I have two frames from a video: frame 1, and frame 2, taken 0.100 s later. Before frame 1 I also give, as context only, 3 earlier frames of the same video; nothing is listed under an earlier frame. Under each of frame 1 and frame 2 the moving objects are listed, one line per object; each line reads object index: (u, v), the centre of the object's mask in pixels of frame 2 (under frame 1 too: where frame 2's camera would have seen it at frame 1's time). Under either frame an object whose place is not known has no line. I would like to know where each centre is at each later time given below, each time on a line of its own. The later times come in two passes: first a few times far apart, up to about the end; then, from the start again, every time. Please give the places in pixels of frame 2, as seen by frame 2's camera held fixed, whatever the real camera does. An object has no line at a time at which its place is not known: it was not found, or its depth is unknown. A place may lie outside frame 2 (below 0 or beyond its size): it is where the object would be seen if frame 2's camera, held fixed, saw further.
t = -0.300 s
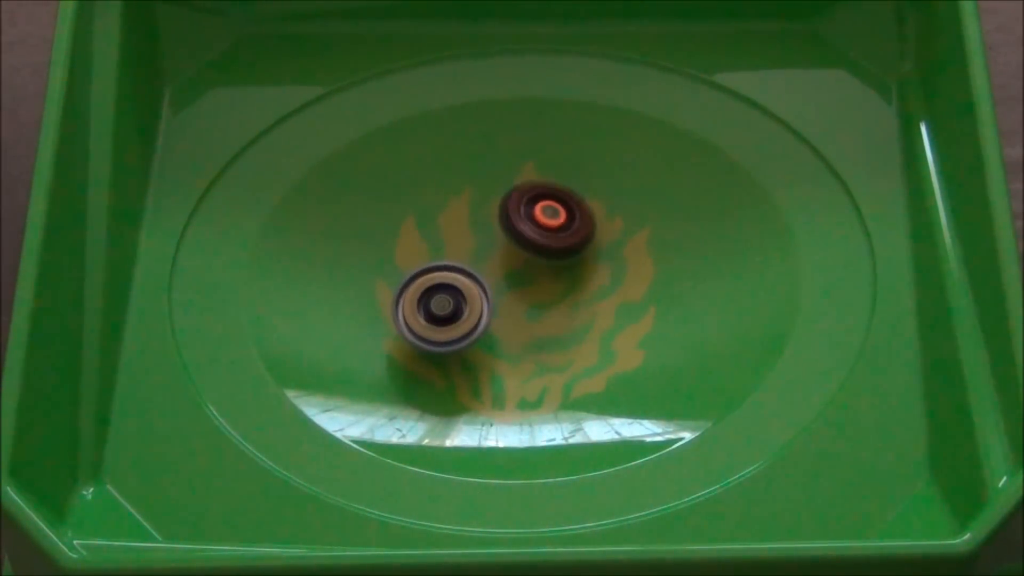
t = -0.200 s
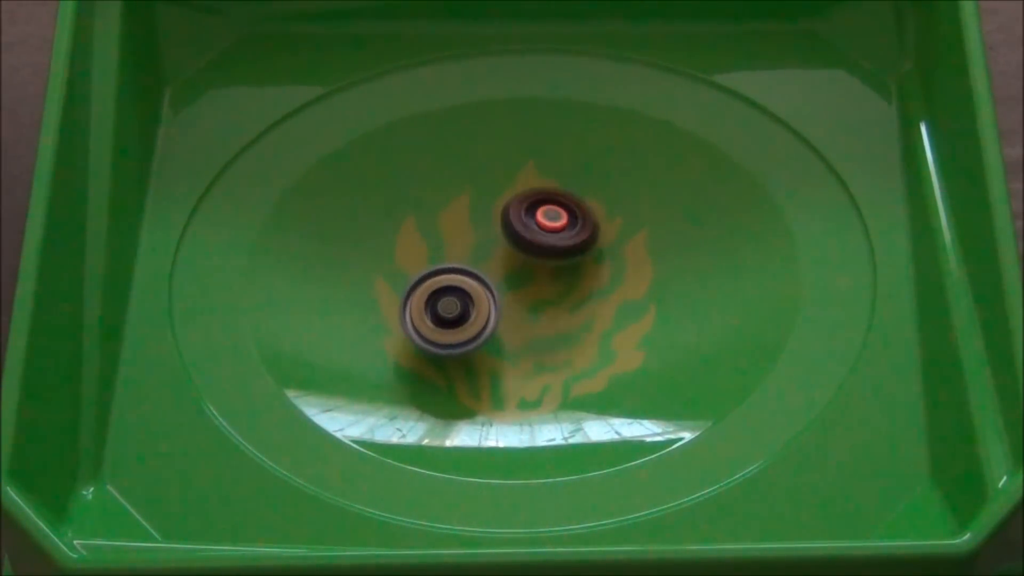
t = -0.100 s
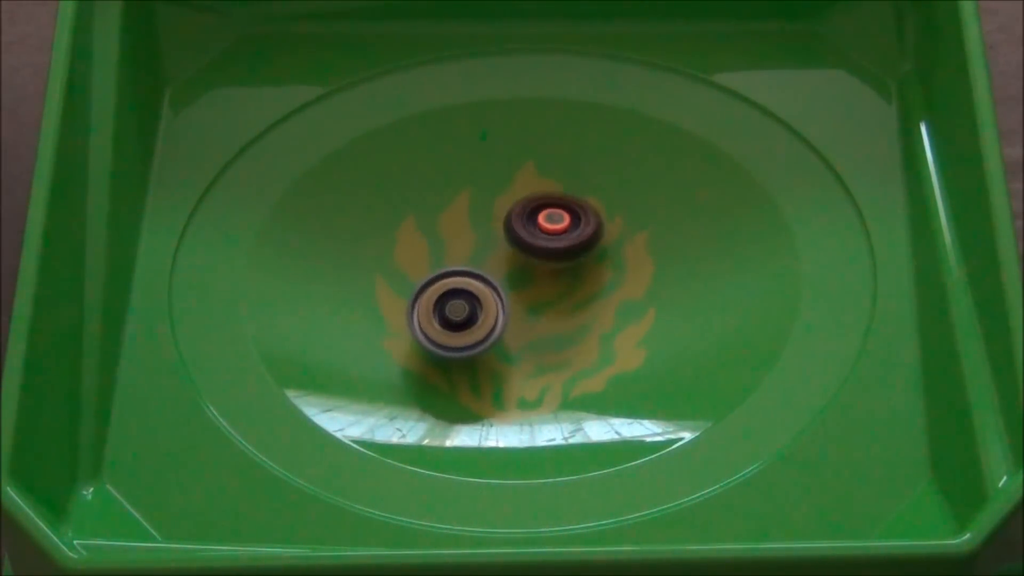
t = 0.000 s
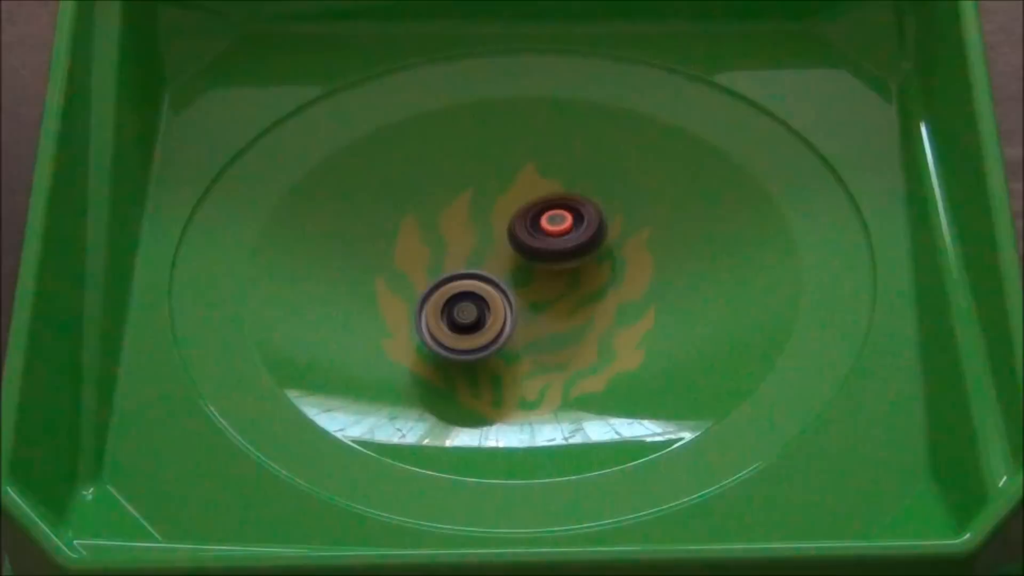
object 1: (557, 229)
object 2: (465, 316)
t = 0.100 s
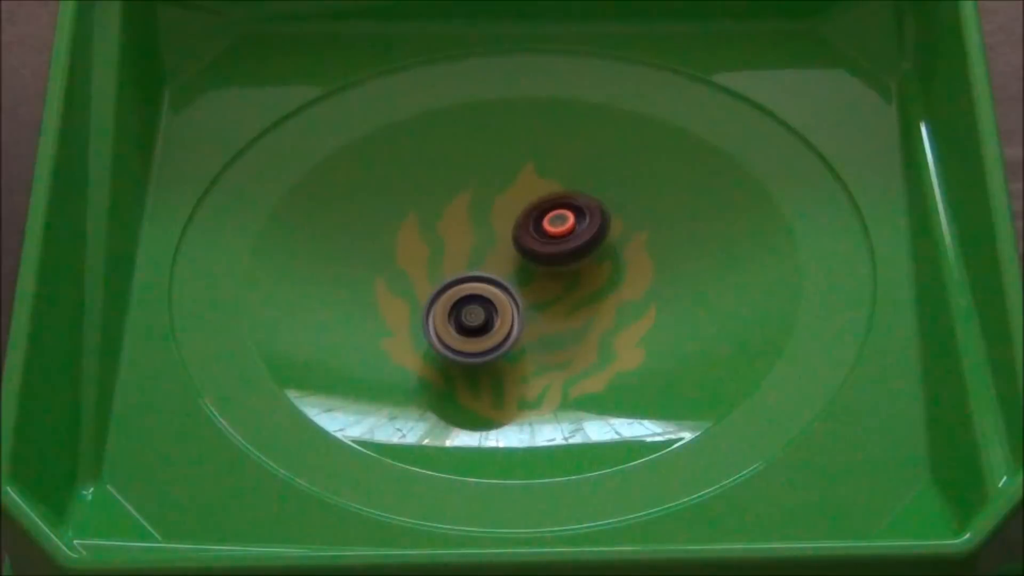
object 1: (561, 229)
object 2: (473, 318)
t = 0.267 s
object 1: (564, 227)
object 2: (484, 323)
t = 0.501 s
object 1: (562, 224)
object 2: (497, 328)
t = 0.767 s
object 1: (552, 229)
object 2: (509, 333)
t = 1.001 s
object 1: (547, 237)
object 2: (517, 335)
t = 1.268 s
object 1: (558, 224)
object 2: (515, 349)
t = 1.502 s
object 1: (568, 204)
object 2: (523, 355)
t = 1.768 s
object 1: (565, 216)
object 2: (521, 347)
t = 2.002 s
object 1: (560, 223)
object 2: (517, 330)
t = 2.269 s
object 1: (559, 217)
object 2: (512, 324)
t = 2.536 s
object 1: (562, 209)
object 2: (507, 329)
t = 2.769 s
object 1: (563, 222)
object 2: (512, 322)
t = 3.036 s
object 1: (563, 229)
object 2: (520, 311)
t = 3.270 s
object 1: (573, 205)
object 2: (500, 347)
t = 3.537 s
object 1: (551, 238)
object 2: (495, 347)
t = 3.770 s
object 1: (545, 246)
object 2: (490, 339)
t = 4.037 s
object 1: (568, 237)
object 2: (472, 334)
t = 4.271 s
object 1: (583, 232)
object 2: (469, 323)
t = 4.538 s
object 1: (582, 232)
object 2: (484, 304)
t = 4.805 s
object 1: (581, 229)
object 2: (499, 296)
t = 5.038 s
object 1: (582, 227)
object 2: (496, 306)
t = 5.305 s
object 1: (579, 236)
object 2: (505, 312)
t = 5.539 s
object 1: (581, 243)
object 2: (508, 314)
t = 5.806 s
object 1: (584, 245)
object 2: (509, 311)
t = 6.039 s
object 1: (583, 245)
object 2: (509, 305)
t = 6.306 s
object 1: (587, 238)
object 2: (489, 310)
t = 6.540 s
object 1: (581, 244)
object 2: (489, 304)
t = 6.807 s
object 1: (613, 239)
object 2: (460, 305)
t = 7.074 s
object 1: (621, 239)
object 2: (441, 299)
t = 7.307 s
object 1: (585, 255)
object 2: (448, 292)
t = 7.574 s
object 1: (568, 260)
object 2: (466, 285)
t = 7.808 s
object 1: (584, 255)
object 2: (461, 287)
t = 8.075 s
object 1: (582, 263)
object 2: (478, 291)
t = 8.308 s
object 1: (593, 262)
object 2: (475, 298)
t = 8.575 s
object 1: (590, 261)
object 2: (476, 304)
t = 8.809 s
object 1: (585, 262)
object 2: (477, 305)
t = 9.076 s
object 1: (577, 266)
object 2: (480, 304)
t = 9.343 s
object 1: (596, 271)
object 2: (474, 297)
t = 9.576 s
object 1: (597, 274)
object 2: (485, 290)
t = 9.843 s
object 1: (597, 272)
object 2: (499, 287)
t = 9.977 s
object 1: (645, 265)
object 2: (445, 292)
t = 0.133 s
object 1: (561, 229)
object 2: (475, 319)
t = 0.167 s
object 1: (562, 229)
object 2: (478, 320)
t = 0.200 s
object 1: (563, 228)
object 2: (480, 321)
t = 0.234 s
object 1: (563, 228)
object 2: (482, 322)
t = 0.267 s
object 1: (564, 227)
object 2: (484, 323)
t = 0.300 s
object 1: (564, 227)
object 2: (486, 323)
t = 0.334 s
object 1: (564, 226)
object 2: (488, 324)
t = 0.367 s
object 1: (564, 225)
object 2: (490, 325)
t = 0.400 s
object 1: (564, 225)
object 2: (492, 326)
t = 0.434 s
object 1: (563, 224)
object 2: (494, 326)
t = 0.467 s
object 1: (563, 224)
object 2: (496, 327)
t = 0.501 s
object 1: (562, 224)
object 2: (497, 328)
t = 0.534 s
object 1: (561, 224)
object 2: (499, 329)
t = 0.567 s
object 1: (560, 224)
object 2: (501, 329)
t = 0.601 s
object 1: (559, 224)
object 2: (502, 330)
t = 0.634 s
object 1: (557, 225)
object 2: (504, 331)
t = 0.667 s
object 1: (556, 226)
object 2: (505, 331)
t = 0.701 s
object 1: (555, 227)
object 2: (507, 332)
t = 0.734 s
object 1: (554, 228)
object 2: (508, 332)
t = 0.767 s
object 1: (552, 229)
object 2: (509, 333)
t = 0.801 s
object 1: (551, 230)
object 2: (510, 333)
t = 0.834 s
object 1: (551, 231)
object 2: (512, 334)
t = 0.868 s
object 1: (550, 232)
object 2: (513, 334)
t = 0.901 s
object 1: (549, 233)
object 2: (514, 334)
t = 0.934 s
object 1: (548, 234)
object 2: (515, 334)
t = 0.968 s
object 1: (548, 236)
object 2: (516, 335)
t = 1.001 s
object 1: (547, 237)
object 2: (517, 335)
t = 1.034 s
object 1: (547, 238)
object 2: (518, 334)
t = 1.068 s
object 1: (547, 239)
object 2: (519, 334)
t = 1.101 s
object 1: (547, 241)
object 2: (520, 333)
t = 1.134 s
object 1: (547, 242)
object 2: (521, 332)
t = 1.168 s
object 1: (547, 243)
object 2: (522, 332)
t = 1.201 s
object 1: (548, 244)
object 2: (523, 331)
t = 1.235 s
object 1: (553, 235)
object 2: (519, 340)
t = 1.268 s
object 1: (558, 224)
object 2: (515, 349)
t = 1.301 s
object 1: (562, 216)
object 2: (512, 353)
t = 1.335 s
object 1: (564, 210)
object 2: (512, 355)
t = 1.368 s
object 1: (566, 206)
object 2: (513, 355)
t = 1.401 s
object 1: (567, 204)
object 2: (515, 355)
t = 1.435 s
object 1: (567, 203)
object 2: (518, 356)
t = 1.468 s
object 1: (567, 203)
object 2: (520, 355)
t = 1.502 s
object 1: (568, 204)
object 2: (523, 355)
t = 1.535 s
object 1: (569, 204)
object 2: (524, 354)
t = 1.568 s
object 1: (569, 205)
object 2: (525, 353)
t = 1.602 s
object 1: (569, 206)
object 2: (526, 353)
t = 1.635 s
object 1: (569, 208)
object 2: (526, 352)
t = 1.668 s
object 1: (569, 209)
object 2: (525, 351)
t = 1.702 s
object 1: (568, 212)
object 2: (524, 350)
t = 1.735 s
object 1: (567, 214)
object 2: (522, 348)
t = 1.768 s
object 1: (565, 216)
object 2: (521, 347)
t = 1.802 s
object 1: (564, 218)
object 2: (520, 345)
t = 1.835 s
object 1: (563, 220)
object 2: (519, 343)
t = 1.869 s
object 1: (563, 221)
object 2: (519, 340)
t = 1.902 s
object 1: (563, 221)
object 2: (518, 338)
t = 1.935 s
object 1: (562, 222)
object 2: (517, 335)
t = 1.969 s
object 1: (561, 223)
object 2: (517, 333)
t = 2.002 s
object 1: (560, 223)
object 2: (517, 330)
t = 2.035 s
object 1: (559, 224)
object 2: (517, 327)
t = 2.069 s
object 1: (558, 225)
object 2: (517, 325)
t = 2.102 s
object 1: (557, 226)
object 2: (517, 322)
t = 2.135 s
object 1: (556, 227)
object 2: (517, 319)
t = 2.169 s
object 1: (555, 228)
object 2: (518, 316)
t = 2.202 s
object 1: (555, 229)
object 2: (519, 314)
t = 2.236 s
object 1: (555, 228)
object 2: (518, 315)
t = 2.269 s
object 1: (559, 217)
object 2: (512, 324)
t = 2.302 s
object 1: (563, 210)
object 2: (507, 330)
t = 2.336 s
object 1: (564, 204)
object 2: (505, 331)
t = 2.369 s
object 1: (565, 201)
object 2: (505, 331)
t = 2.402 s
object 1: (564, 201)
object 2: (505, 331)
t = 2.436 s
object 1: (564, 202)
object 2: (506, 331)
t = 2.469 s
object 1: (563, 204)
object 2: (506, 330)
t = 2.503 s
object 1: (563, 206)
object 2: (507, 330)
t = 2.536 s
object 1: (562, 209)
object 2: (507, 329)
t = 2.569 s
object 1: (562, 211)
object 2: (508, 328)
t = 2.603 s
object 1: (562, 213)
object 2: (508, 327)
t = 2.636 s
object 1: (562, 215)
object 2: (509, 326)
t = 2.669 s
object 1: (562, 216)
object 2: (510, 325)
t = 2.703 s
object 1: (562, 218)
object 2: (510, 324)
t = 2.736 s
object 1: (563, 220)
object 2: (511, 323)
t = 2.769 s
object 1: (563, 222)
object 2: (512, 322)
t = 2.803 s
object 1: (563, 223)
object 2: (513, 320)
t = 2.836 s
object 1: (562, 224)
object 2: (514, 319)
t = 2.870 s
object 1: (563, 225)
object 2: (515, 318)
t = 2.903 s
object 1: (563, 226)
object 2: (516, 316)
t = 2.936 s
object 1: (563, 227)
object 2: (517, 315)
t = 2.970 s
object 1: (563, 227)
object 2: (518, 313)
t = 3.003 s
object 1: (563, 228)
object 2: (519, 312)
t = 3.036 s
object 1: (563, 229)
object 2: (520, 311)
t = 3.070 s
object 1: (569, 219)
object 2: (516, 320)
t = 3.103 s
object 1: (574, 209)
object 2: (509, 332)
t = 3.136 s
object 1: (577, 202)
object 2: (505, 340)
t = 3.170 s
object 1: (577, 200)
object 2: (503, 343)
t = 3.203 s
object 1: (576, 200)
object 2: (502, 345)
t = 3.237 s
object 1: (575, 202)
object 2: (501, 346)
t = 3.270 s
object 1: (573, 205)
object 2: (500, 347)
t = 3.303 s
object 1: (571, 209)
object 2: (500, 348)
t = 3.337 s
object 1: (568, 213)
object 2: (499, 348)
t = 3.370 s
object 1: (565, 219)
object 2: (499, 349)
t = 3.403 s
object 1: (561, 224)
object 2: (498, 349)
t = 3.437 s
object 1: (558, 229)
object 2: (497, 349)
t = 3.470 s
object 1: (556, 233)
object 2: (496, 348)
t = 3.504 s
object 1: (553, 236)
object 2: (496, 348)
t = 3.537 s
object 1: (551, 238)
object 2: (495, 347)
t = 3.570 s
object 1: (550, 240)
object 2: (494, 346)
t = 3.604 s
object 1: (549, 241)
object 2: (494, 346)
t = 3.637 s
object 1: (548, 242)
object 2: (493, 344)
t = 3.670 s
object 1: (547, 243)
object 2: (492, 343)
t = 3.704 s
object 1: (546, 244)
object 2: (491, 342)
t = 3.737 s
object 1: (546, 245)
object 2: (491, 340)
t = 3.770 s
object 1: (545, 246)
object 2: (490, 339)
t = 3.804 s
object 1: (545, 247)
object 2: (490, 337)
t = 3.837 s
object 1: (544, 248)
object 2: (491, 335)
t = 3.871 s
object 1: (544, 249)
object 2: (490, 332)
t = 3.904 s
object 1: (544, 250)
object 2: (490, 330)
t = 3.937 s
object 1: (544, 251)
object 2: (491, 328)
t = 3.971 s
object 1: (550, 248)
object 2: (485, 330)
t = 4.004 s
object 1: (560, 242)
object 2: (477, 333)
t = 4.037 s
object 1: (568, 237)
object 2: (472, 334)
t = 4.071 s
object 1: (574, 234)
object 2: (469, 334)
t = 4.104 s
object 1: (578, 232)
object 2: (468, 332)
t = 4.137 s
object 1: (580, 231)
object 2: (467, 331)
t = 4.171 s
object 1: (581, 231)
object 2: (467, 329)
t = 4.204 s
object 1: (582, 232)
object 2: (468, 327)
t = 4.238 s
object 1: (582, 232)
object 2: (468, 325)
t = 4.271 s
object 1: (583, 232)
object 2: (469, 323)
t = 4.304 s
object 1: (584, 232)
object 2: (470, 320)
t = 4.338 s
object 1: (584, 232)
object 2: (472, 318)
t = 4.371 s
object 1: (584, 232)
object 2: (473, 315)
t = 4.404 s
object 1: (585, 232)
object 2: (475, 313)
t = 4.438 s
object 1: (585, 232)
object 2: (477, 311)
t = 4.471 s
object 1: (584, 232)
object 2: (479, 309)
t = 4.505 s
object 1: (583, 232)
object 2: (481, 306)
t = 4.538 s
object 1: (582, 232)
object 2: (484, 304)
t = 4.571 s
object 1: (580, 233)
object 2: (486, 302)
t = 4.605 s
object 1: (579, 234)
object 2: (489, 300)
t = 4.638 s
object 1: (579, 234)
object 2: (491, 298)
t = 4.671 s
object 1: (578, 234)
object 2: (495, 296)
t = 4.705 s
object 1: (577, 234)
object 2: (497, 294)
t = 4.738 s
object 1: (576, 234)
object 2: (500, 293)
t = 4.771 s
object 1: (576, 234)
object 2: (503, 291)
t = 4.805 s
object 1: (581, 229)
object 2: (499, 296)
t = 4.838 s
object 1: (585, 223)
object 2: (494, 301)
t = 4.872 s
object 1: (587, 221)
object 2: (492, 302)
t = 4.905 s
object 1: (586, 221)
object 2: (492, 303)
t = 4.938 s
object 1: (585, 222)
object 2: (493, 304)
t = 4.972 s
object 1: (583, 224)
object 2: (494, 305)
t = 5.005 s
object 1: (582, 225)
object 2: (495, 306)
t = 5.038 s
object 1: (582, 227)
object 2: (496, 306)
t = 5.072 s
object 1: (581, 228)
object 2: (497, 307)
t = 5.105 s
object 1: (580, 229)
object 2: (498, 308)
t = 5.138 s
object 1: (580, 230)
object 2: (500, 308)
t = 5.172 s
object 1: (579, 231)
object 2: (501, 309)
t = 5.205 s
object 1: (579, 233)
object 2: (502, 310)
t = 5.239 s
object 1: (579, 234)
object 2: (503, 311)
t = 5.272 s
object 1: (579, 235)
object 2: (504, 312)
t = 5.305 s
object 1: (579, 236)
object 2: (505, 312)
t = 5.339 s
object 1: (579, 238)
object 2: (505, 313)
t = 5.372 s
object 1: (579, 239)
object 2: (506, 313)
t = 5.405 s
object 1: (579, 240)
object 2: (507, 313)
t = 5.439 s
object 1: (580, 241)
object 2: (507, 314)
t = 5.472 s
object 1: (580, 241)
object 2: (508, 314)
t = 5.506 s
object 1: (581, 243)
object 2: (508, 314)
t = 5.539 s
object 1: (581, 243)
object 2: (508, 314)
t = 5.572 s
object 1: (582, 244)
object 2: (508, 314)
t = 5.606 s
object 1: (582, 245)
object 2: (509, 314)
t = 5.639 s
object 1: (583, 245)
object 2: (509, 314)
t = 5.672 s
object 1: (583, 245)
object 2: (509, 314)
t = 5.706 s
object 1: (584, 245)
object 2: (509, 313)
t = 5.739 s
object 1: (584, 245)
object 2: (509, 313)
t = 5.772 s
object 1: (584, 245)
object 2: (509, 312)
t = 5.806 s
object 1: (584, 245)
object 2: (509, 311)
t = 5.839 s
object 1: (585, 245)
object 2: (510, 311)
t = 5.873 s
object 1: (584, 244)
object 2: (510, 310)
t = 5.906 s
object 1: (584, 245)
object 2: (510, 309)
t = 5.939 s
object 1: (584, 245)
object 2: (510, 308)
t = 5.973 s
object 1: (583, 245)
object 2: (510, 307)
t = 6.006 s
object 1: (583, 245)
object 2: (510, 306)
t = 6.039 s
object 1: (583, 245)
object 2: (509, 305)
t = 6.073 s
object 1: (587, 242)
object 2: (503, 309)
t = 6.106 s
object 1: (590, 238)
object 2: (498, 312)
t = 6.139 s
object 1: (591, 236)
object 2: (495, 312)
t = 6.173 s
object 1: (590, 236)
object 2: (493, 312)
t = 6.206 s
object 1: (589, 237)
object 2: (492, 312)
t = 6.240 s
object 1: (588, 237)
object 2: (490, 311)
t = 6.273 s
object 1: (587, 238)
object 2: (490, 311)
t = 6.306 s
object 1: (587, 238)
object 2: (489, 310)
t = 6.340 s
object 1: (586, 239)
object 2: (489, 310)
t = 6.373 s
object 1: (584, 240)
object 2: (489, 309)
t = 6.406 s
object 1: (584, 241)
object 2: (489, 308)
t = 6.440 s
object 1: (583, 242)
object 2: (489, 307)
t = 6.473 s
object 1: (582, 243)
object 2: (489, 306)
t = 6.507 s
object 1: (582, 243)
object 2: (489, 305)
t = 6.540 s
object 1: (581, 244)
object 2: (489, 304)
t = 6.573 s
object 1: (579, 245)
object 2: (488, 303)
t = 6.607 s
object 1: (583, 246)
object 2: (492, 302)
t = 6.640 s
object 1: (580, 248)
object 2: (490, 301)
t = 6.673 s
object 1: (580, 249)
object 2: (491, 300)
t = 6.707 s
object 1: (579, 250)
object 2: (491, 299)
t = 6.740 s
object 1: (583, 249)
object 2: (488, 299)
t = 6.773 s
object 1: (600, 243)
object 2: (472, 303)
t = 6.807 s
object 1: (613, 239)
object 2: (460, 305)
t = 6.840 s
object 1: (623, 236)
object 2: (452, 305)
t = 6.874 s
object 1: (628, 234)
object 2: (447, 305)
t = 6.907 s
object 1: (630, 233)
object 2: (444, 305)
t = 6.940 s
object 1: (630, 234)
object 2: (443, 303)
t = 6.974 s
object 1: (628, 235)
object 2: (442, 302)
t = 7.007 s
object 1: (626, 236)
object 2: (441, 301)
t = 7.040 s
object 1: (624, 238)
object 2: (441, 300)
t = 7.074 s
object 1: (621, 239)
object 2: (441, 299)
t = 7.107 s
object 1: (618, 241)
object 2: (442, 298)
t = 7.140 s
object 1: (613, 243)
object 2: (442, 297)
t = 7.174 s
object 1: (609, 246)
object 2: (443, 296)
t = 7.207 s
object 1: (603, 248)
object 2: (444, 295)
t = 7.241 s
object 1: (597, 250)
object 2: (445, 294)
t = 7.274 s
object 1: (590, 253)
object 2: (446, 293)
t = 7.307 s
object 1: (585, 255)
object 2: (448, 292)
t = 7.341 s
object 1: (580, 256)
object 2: (449, 291)
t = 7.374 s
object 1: (577, 258)
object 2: (451, 290)
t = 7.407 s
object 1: (575, 259)
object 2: (453, 289)
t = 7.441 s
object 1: (573, 259)
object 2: (456, 288)
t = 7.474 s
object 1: (572, 260)
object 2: (458, 287)
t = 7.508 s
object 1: (570, 259)
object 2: (460, 286)
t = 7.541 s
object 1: (569, 260)
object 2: (463, 285)
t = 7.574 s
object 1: (568, 260)
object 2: (466, 285)
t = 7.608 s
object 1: (571, 259)
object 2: (464, 286)
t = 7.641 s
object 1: (578, 257)
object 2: (459, 287)
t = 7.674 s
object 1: (583, 255)
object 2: (458, 288)
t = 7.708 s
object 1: (585, 254)
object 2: (458, 287)
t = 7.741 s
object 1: (585, 253)
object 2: (459, 287)
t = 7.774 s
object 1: (585, 254)
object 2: (460, 287)
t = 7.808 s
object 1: (584, 255)
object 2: (461, 287)
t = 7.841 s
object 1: (583, 256)
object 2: (463, 287)
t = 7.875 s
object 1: (583, 257)
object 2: (465, 287)
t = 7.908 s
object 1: (582, 258)
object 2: (467, 288)
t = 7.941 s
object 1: (582, 259)
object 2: (469, 288)
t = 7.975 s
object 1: (582, 260)
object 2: (472, 289)
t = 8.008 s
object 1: (581, 261)
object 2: (474, 290)
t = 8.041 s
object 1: (582, 262)
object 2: (476, 290)
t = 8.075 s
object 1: (582, 263)
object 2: (478, 291)
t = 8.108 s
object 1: (582, 263)
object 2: (480, 291)
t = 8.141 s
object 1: (582, 264)
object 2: (482, 292)
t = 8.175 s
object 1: (584, 264)
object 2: (482, 293)
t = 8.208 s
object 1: (589, 263)
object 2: (477, 295)
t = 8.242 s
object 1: (591, 262)
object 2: (476, 297)
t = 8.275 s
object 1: (592, 262)
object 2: (475, 298)
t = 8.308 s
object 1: (593, 262)
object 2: (475, 298)
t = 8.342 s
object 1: (593, 262)
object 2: (475, 299)
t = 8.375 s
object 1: (592, 262)
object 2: (475, 300)
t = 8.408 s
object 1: (592, 262)
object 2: (475, 300)
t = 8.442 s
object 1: (592, 262)
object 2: (475, 302)
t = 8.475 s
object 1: (592, 261)
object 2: (475, 302)
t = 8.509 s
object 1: (591, 261)
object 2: (476, 303)
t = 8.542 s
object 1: (591, 261)
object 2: (476, 303)
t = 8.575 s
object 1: (590, 261)
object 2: (476, 304)
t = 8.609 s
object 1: (590, 261)
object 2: (476, 304)
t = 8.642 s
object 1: (589, 261)
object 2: (477, 304)
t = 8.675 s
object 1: (588, 261)
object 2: (477, 305)
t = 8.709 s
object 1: (588, 261)
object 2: (477, 305)
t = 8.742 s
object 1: (586, 261)
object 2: (477, 305)
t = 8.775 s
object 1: (586, 261)
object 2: (477, 305)
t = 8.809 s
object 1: (585, 262)
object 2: (477, 305)
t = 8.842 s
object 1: (584, 262)
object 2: (477, 305)
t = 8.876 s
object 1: (583, 262)
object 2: (478, 305)
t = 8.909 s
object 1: (582, 263)
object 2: (479, 305)
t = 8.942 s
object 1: (580, 263)
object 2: (479, 305)
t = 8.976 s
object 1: (580, 264)
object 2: (479, 305)
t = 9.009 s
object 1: (579, 264)
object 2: (479, 305)
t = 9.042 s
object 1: (578, 265)
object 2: (479, 305)
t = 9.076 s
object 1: (577, 266)
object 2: (480, 304)
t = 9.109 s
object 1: (577, 266)
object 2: (480, 303)
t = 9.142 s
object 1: (576, 267)
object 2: (480, 302)
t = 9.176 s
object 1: (583, 267)
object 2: (476, 302)
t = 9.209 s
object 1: (589, 269)
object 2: (473, 301)
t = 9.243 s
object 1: (593, 269)
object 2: (472, 300)
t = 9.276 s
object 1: (596, 270)
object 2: (473, 299)
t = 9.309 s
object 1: (596, 270)
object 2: (473, 298)
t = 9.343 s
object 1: (596, 271)
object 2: (474, 297)
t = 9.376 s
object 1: (596, 272)
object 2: (475, 296)
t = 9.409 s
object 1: (596, 272)
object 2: (476, 295)
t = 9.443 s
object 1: (597, 273)
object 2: (478, 294)
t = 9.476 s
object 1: (597, 273)
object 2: (480, 293)
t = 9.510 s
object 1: (597, 273)
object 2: (481, 292)
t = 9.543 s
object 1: (597, 273)
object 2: (483, 291)
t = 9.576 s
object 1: (597, 274)
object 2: (485, 290)
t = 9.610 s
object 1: (597, 274)
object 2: (487, 289)
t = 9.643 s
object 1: (597, 274)
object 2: (489, 288)
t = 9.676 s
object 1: (597, 274)
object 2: (491, 287)
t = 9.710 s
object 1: (596, 274)
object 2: (493, 287)
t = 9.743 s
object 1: (596, 274)
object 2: (495, 286)
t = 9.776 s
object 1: (596, 274)
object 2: (497, 286)
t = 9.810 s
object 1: (597, 273)
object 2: (498, 287)
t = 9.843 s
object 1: (597, 272)
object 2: (499, 287)
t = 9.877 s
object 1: (596, 272)
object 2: (500, 288)
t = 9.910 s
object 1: (611, 270)
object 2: (485, 289)
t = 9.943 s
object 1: (629, 267)
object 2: (462, 291)
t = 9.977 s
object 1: (645, 265)
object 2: (445, 292)
